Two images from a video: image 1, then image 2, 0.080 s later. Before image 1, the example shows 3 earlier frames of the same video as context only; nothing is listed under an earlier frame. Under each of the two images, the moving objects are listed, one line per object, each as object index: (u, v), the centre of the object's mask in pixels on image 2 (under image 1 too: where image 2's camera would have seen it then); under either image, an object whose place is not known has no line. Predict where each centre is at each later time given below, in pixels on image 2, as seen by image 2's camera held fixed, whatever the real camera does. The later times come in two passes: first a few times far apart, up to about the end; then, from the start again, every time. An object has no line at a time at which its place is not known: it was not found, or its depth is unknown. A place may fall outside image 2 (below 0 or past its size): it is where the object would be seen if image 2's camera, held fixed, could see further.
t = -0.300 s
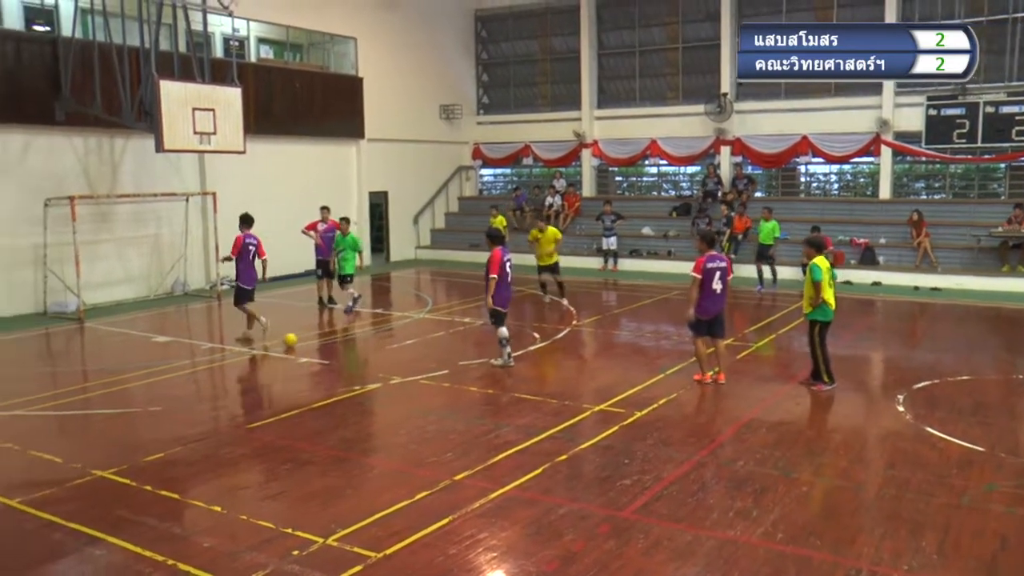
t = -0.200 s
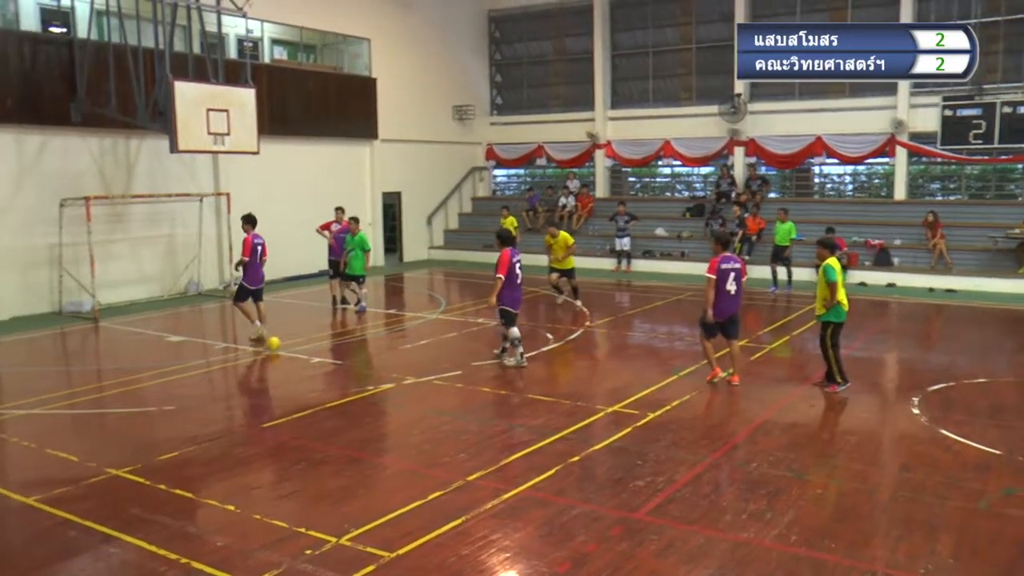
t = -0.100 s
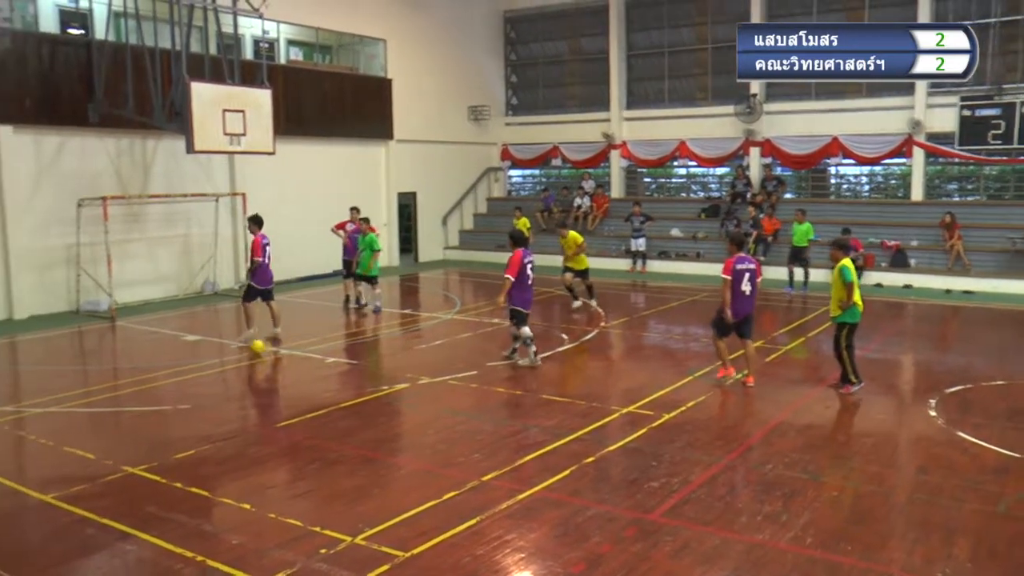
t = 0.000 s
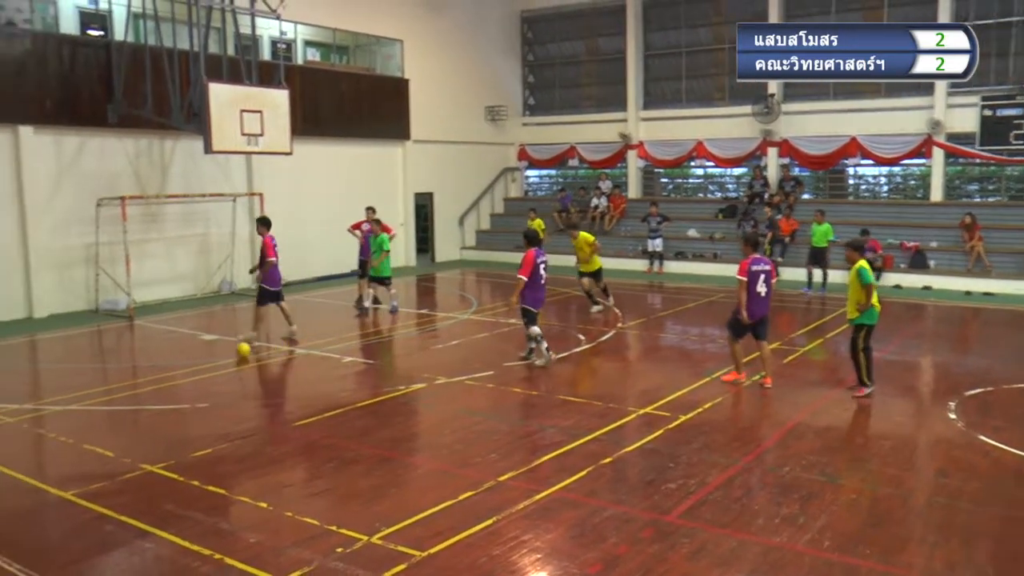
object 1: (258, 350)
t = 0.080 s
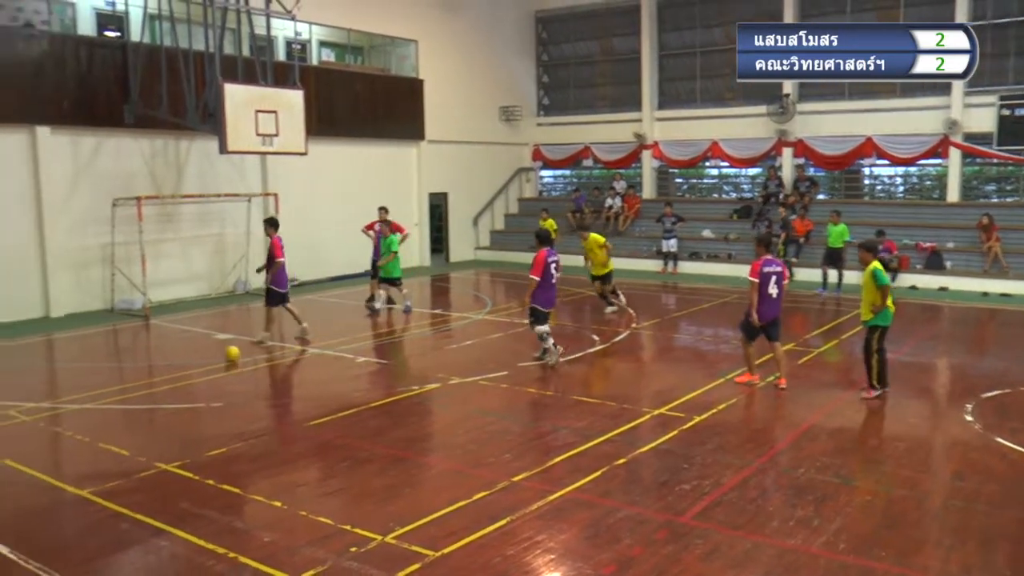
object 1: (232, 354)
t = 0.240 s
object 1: (180, 360)
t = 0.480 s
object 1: (96, 370)
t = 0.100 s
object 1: (225, 354)
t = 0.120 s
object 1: (220, 355)
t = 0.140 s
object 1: (212, 356)
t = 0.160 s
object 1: (206, 357)
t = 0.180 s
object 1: (200, 358)
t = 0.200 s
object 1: (193, 359)
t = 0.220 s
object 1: (186, 359)
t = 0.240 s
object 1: (180, 360)
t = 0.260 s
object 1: (173, 361)
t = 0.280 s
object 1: (167, 362)
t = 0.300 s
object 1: (160, 363)
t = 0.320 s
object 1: (153, 363)
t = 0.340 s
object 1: (146, 364)
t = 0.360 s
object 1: (139, 365)
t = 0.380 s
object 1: (132, 366)
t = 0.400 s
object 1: (125, 367)
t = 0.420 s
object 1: (119, 367)
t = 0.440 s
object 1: (111, 368)
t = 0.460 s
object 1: (104, 369)
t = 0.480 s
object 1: (96, 370)
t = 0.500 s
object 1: (90, 370)
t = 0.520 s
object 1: (82, 372)
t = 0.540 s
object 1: (75, 373)
